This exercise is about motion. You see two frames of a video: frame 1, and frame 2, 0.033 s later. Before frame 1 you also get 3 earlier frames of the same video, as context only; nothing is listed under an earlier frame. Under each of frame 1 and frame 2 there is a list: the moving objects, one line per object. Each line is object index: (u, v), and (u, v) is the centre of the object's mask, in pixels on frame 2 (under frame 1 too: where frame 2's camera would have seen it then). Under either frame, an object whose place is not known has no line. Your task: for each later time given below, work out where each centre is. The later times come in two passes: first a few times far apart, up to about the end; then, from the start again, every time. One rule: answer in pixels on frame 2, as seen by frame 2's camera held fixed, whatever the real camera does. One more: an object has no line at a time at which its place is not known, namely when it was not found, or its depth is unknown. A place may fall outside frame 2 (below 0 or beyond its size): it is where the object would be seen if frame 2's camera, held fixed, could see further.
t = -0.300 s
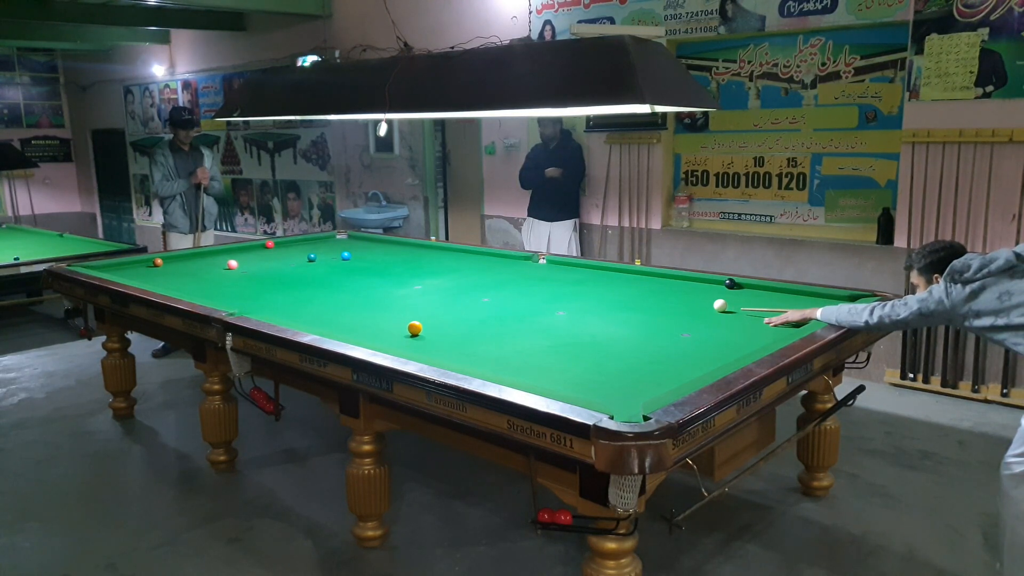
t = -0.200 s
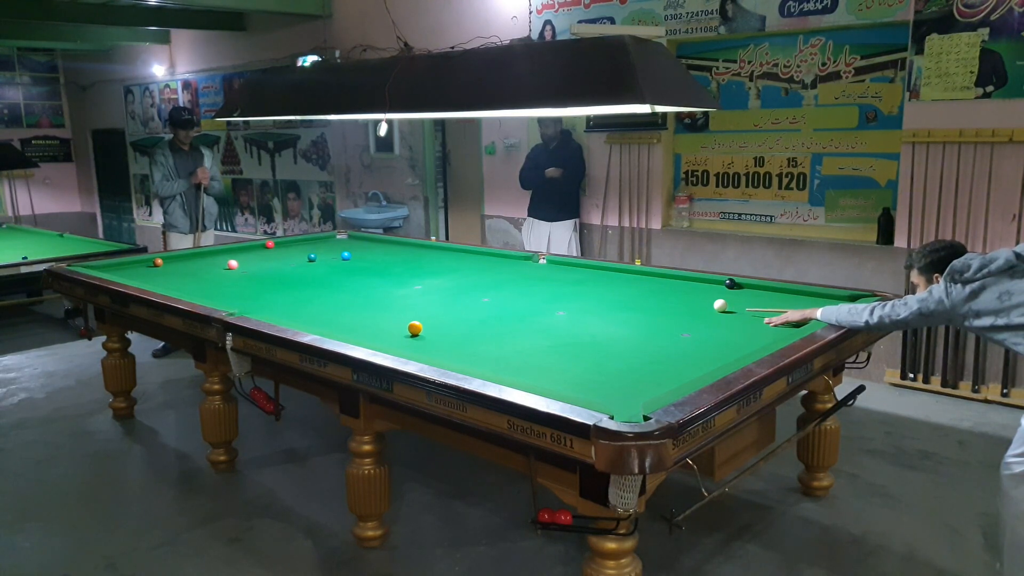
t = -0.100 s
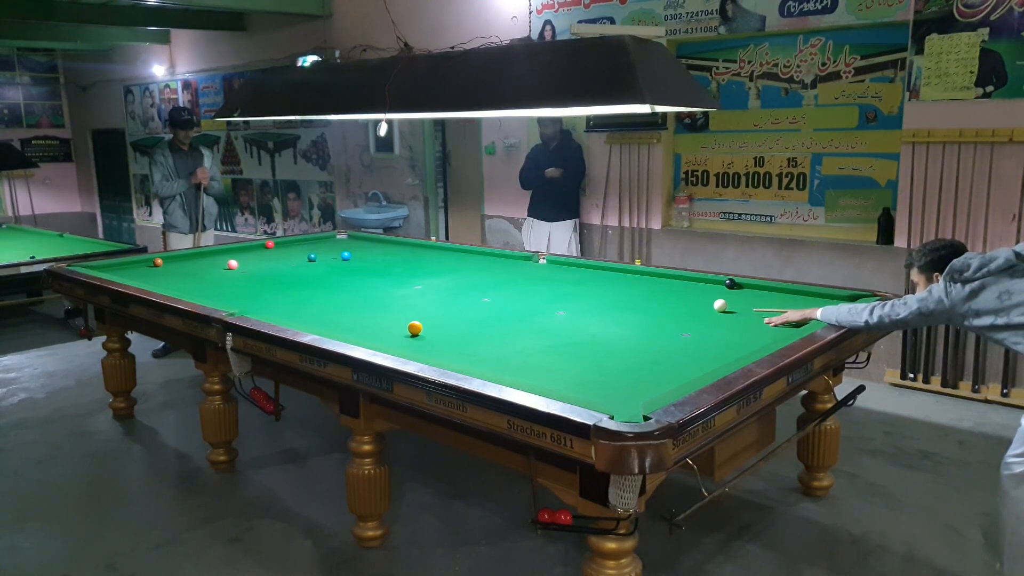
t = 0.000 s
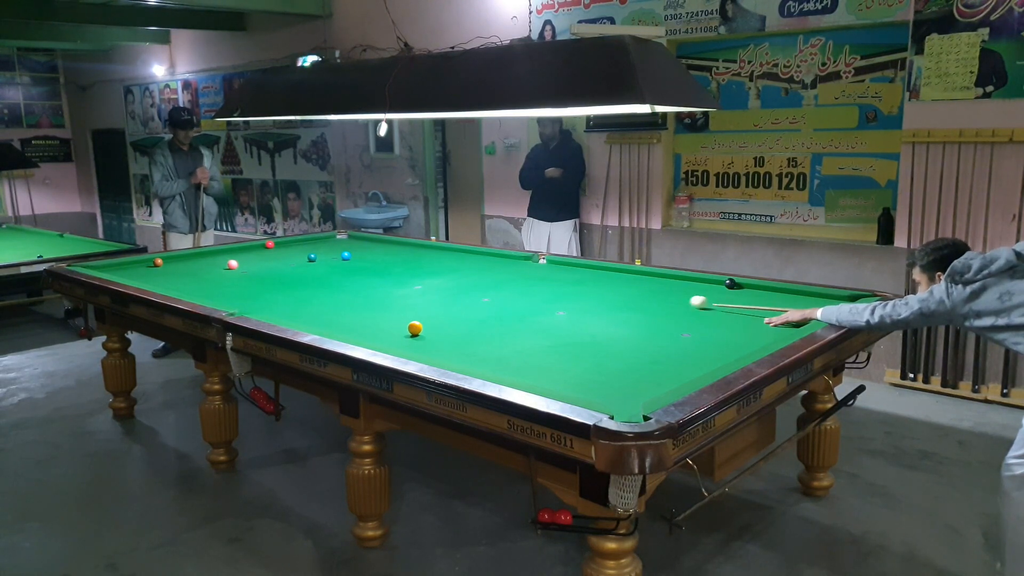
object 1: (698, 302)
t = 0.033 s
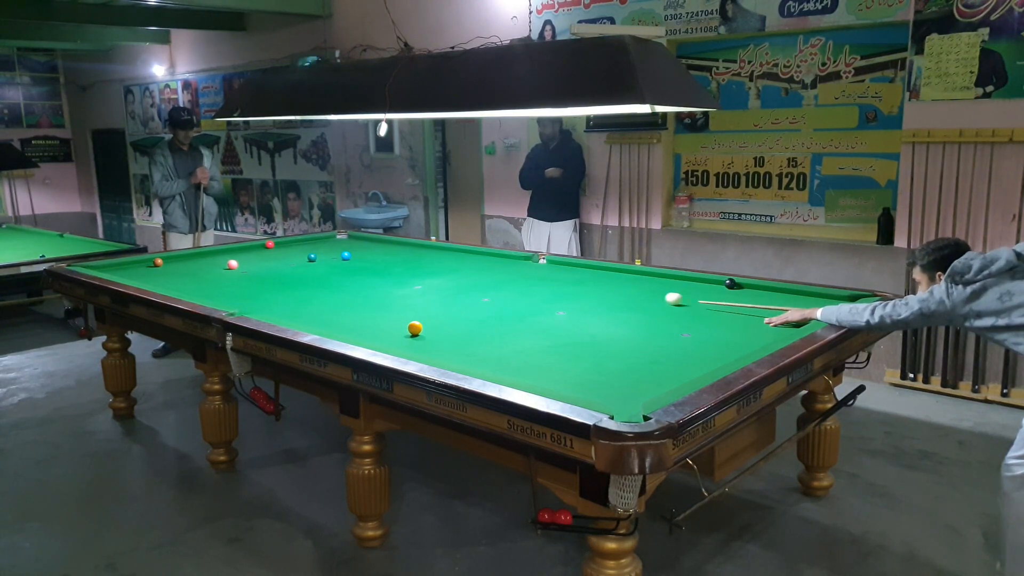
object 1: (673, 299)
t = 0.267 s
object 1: (546, 281)
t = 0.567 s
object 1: (443, 268)
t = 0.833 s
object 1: (369, 257)
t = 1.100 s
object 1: (348, 248)
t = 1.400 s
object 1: (334, 239)
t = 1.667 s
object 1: (350, 237)
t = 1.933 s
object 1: (370, 240)
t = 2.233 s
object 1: (383, 244)
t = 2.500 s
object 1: (395, 248)
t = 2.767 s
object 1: (408, 252)
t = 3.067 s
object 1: (422, 256)
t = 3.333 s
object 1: (434, 261)
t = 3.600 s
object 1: (446, 265)
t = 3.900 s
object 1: (461, 269)
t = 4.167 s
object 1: (473, 274)
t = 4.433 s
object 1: (485, 278)
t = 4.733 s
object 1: (499, 283)
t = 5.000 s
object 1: (510, 288)
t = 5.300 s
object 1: (523, 292)
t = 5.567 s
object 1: (535, 296)
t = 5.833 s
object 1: (546, 300)
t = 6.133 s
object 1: (558, 304)
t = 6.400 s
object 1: (567, 308)
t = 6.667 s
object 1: (577, 311)
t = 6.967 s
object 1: (586, 314)
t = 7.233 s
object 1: (594, 317)
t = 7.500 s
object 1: (601, 318)
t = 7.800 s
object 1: (607, 320)
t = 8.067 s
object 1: (611, 321)
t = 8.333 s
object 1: (613, 322)
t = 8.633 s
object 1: (614, 322)
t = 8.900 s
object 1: (614, 322)
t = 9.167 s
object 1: (614, 322)
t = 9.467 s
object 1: (614, 322)
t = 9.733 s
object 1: (614, 322)
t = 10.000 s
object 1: (614, 322)
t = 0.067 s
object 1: (651, 296)
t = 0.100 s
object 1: (629, 293)
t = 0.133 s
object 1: (610, 290)
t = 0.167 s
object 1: (592, 288)
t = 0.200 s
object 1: (575, 285)
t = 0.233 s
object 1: (560, 283)
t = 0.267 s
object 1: (546, 281)
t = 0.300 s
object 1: (533, 280)
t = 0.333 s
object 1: (520, 278)
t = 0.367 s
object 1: (508, 276)
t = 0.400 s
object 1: (497, 275)
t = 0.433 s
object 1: (486, 273)
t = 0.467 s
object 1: (475, 272)
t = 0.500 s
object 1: (464, 270)
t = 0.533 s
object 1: (453, 269)
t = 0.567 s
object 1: (443, 268)
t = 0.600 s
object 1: (433, 266)
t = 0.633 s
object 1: (423, 265)
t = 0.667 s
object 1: (414, 264)
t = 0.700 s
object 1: (405, 262)
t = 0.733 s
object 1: (396, 261)
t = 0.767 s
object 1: (387, 260)
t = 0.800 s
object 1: (378, 259)
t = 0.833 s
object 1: (369, 257)
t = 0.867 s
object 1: (361, 256)
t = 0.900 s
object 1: (355, 255)
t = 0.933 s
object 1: (355, 254)
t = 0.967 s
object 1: (354, 253)
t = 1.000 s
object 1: (353, 251)
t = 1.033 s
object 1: (351, 250)
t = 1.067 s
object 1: (349, 249)
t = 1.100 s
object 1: (348, 248)
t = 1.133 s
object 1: (346, 247)
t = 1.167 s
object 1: (344, 246)
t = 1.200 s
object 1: (342, 245)
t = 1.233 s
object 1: (341, 244)
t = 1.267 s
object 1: (339, 243)
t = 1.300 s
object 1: (338, 242)
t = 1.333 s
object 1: (336, 241)
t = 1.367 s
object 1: (335, 240)
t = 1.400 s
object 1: (334, 239)
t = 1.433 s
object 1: (332, 238)
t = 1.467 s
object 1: (331, 237)
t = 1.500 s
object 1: (329, 236)
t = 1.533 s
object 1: (331, 236)
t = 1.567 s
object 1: (336, 236)
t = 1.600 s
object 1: (341, 236)
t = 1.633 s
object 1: (345, 236)
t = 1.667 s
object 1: (350, 237)
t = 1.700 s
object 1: (354, 237)
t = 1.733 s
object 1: (359, 237)
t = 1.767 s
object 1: (362, 237)
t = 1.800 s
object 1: (364, 238)
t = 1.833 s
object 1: (365, 238)
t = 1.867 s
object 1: (366, 239)
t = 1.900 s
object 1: (368, 239)
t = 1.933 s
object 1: (370, 240)
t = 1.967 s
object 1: (371, 240)
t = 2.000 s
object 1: (372, 241)
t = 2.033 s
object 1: (374, 241)
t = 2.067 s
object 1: (375, 241)
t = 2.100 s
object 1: (377, 242)
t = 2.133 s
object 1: (378, 242)
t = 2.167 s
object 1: (380, 243)
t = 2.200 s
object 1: (382, 243)
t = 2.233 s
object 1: (383, 244)
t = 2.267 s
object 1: (385, 244)
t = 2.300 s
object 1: (386, 245)
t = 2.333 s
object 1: (388, 245)
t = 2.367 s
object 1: (389, 246)
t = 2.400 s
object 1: (391, 246)
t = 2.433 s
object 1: (392, 247)
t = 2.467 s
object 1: (394, 247)
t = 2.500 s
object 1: (395, 248)
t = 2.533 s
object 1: (397, 248)
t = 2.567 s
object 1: (399, 249)
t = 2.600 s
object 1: (400, 249)
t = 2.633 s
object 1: (402, 250)
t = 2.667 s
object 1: (403, 250)
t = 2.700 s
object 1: (405, 251)
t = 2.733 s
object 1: (406, 251)
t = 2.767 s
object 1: (408, 252)
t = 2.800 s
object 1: (409, 252)
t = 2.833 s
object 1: (411, 253)
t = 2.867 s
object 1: (412, 253)
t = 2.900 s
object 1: (414, 254)
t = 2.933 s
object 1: (415, 254)
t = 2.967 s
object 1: (417, 255)
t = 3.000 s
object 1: (419, 255)
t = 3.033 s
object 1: (420, 256)
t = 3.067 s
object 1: (422, 256)
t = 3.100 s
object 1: (423, 257)
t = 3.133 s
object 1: (425, 257)
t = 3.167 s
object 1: (426, 258)
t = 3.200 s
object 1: (428, 258)
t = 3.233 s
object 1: (429, 259)
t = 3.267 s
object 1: (431, 259)
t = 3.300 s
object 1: (433, 260)
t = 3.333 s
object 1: (434, 261)
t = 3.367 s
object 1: (436, 261)
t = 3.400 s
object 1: (437, 261)
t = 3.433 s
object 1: (439, 262)
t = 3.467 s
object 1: (440, 263)
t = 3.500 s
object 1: (442, 263)
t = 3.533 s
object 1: (443, 264)
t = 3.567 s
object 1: (445, 264)
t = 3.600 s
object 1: (446, 265)
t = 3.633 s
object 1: (448, 265)
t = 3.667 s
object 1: (450, 266)
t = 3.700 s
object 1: (451, 266)
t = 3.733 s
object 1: (453, 267)
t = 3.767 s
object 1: (454, 267)
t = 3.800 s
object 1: (456, 268)
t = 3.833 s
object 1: (457, 268)
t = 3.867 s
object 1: (459, 269)
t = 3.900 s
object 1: (461, 269)
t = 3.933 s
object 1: (462, 270)
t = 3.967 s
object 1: (464, 271)
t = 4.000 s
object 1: (465, 271)
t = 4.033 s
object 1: (467, 272)
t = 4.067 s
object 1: (468, 272)
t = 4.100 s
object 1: (470, 273)
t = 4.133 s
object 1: (471, 273)
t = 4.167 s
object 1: (473, 274)
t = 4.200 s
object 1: (474, 274)
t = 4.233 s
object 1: (476, 275)
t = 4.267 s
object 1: (478, 276)
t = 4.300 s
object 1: (479, 276)
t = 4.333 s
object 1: (481, 277)
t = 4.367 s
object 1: (482, 277)
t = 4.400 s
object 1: (483, 278)
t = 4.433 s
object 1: (485, 278)
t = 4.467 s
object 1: (487, 279)
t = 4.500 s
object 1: (488, 279)
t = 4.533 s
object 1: (490, 280)
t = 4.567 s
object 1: (491, 280)
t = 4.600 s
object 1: (492, 281)
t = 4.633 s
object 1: (494, 281)
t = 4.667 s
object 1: (495, 282)
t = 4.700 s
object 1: (497, 283)
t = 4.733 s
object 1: (499, 283)
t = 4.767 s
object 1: (500, 284)
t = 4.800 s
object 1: (501, 284)
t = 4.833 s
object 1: (503, 285)
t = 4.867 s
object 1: (504, 285)
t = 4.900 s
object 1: (506, 286)
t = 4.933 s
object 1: (507, 286)
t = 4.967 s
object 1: (509, 287)
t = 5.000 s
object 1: (510, 288)
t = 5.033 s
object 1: (512, 288)
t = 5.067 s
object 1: (513, 289)
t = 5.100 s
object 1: (515, 289)
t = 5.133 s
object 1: (516, 290)
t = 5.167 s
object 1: (518, 290)
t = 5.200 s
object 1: (519, 291)
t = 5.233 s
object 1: (520, 291)
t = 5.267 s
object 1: (522, 292)
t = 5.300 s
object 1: (523, 292)
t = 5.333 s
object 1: (525, 293)
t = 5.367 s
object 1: (526, 293)
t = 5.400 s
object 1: (528, 294)
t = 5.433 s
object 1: (529, 294)
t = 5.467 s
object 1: (530, 295)
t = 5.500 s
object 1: (532, 295)
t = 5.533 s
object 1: (533, 296)
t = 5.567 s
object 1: (535, 296)
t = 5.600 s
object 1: (536, 297)
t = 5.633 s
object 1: (537, 298)
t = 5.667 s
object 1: (539, 298)
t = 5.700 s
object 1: (540, 298)
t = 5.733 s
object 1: (542, 299)
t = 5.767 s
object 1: (543, 300)
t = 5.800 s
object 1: (544, 300)
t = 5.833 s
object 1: (546, 300)
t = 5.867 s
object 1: (547, 301)
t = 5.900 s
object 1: (548, 301)
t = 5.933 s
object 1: (550, 302)
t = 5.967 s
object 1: (551, 302)
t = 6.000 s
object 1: (552, 303)
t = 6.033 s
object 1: (554, 303)
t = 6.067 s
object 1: (555, 304)
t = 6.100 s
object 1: (556, 304)
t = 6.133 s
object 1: (558, 304)
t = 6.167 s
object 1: (559, 305)
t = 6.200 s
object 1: (560, 305)
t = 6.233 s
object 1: (561, 306)
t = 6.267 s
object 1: (562, 306)
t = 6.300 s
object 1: (564, 307)
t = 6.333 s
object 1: (565, 307)
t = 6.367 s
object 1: (566, 307)
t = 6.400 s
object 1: (567, 308)
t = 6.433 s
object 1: (569, 308)
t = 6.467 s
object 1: (570, 309)
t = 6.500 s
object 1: (571, 309)
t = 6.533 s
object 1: (572, 310)
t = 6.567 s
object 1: (573, 310)
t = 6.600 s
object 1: (574, 310)
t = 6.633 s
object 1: (575, 311)
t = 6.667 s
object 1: (577, 311)
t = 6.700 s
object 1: (578, 311)
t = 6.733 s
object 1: (579, 312)
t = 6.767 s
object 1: (580, 312)
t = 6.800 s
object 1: (581, 312)
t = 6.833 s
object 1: (582, 313)
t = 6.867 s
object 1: (583, 313)
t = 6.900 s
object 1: (584, 313)
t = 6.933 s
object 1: (585, 314)
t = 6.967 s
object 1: (586, 314)
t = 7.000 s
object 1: (587, 314)
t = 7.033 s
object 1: (588, 315)
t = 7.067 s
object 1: (590, 315)
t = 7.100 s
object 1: (591, 315)
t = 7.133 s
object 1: (591, 316)
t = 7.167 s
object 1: (592, 316)
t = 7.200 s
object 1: (593, 316)
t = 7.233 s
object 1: (594, 317)
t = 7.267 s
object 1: (595, 317)
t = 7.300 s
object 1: (596, 317)
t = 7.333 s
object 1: (597, 317)
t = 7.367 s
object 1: (598, 318)
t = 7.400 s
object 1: (599, 318)
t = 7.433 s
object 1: (599, 318)
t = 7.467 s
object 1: (600, 318)
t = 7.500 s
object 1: (601, 318)
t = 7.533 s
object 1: (602, 319)
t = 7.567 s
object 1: (603, 319)
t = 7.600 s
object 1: (603, 319)
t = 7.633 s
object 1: (604, 319)
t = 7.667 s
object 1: (605, 319)
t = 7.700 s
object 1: (605, 320)
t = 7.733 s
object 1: (606, 320)
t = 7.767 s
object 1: (607, 320)
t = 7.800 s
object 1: (607, 320)
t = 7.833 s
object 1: (608, 320)
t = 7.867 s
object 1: (608, 321)
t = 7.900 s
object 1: (609, 321)
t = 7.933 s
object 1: (609, 321)
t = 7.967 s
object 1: (610, 321)
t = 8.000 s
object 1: (610, 321)
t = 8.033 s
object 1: (610, 321)
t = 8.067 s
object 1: (611, 321)
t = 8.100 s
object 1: (611, 322)
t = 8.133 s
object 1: (611, 322)
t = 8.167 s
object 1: (612, 322)
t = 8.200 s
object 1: (612, 322)
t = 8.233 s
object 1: (612, 322)
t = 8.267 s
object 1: (612, 322)
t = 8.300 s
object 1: (613, 322)
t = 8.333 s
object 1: (613, 322)
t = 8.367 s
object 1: (613, 322)
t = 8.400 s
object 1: (613, 322)
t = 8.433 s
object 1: (613, 322)
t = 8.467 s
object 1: (613, 322)
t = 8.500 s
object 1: (613, 322)
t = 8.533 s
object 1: (613, 322)
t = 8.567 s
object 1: (614, 322)
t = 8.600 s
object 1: (614, 322)
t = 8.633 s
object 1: (614, 322)
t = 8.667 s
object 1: (614, 322)
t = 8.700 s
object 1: (614, 322)
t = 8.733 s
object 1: (614, 322)
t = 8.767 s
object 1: (614, 322)
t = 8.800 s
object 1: (614, 322)
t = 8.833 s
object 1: (614, 322)
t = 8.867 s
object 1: (614, 322)
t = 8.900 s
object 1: (614, 322)
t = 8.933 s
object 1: (614, 322)
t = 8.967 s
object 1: (614, 322)
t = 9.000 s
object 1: (614, 322)
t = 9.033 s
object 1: (614, 322)
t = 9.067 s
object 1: (614, 322)
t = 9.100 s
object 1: (614, 322)
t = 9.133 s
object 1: (614, 322)
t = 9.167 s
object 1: (614, 322)
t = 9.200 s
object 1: (614, 322)
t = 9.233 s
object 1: (614, 322)
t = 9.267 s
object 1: (614, 322)
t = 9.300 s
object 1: (614, 322)
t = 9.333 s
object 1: (614, 322)
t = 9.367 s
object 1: (614, 322)
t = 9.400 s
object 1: (614, 322)
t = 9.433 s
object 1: (614, 322)
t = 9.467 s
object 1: (614, 322)
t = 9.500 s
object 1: (614, 322)
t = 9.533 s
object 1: (614, 322)
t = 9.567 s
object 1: (614, 322)
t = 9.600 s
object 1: (614, 322)
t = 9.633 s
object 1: (614, 322)
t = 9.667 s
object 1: (614, 322)
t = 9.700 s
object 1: (614, 322)
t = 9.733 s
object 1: (614, 322)
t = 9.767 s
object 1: (614, 322)
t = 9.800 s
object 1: (614, 322)
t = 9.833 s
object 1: (614, 322)
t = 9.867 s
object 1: (614, 322)
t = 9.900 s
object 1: (614, 322)
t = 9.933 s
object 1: (614, 322)
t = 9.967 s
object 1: (614, 322)
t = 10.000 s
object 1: (614, 322)
